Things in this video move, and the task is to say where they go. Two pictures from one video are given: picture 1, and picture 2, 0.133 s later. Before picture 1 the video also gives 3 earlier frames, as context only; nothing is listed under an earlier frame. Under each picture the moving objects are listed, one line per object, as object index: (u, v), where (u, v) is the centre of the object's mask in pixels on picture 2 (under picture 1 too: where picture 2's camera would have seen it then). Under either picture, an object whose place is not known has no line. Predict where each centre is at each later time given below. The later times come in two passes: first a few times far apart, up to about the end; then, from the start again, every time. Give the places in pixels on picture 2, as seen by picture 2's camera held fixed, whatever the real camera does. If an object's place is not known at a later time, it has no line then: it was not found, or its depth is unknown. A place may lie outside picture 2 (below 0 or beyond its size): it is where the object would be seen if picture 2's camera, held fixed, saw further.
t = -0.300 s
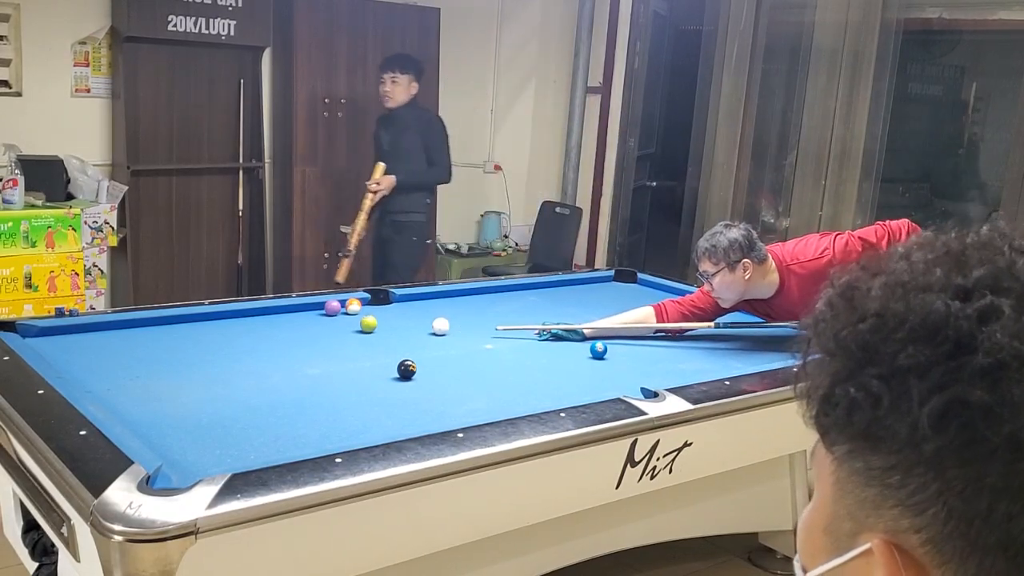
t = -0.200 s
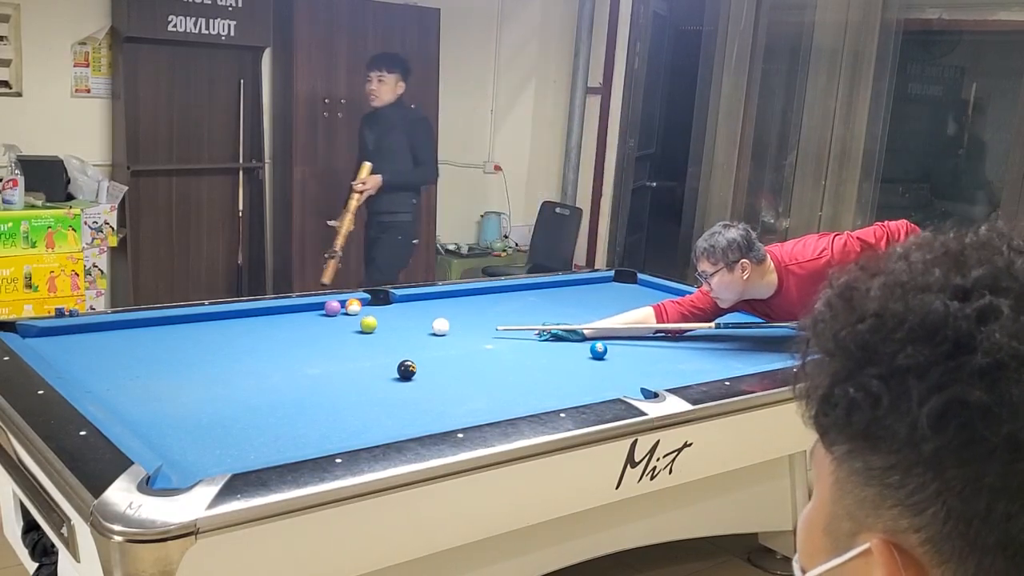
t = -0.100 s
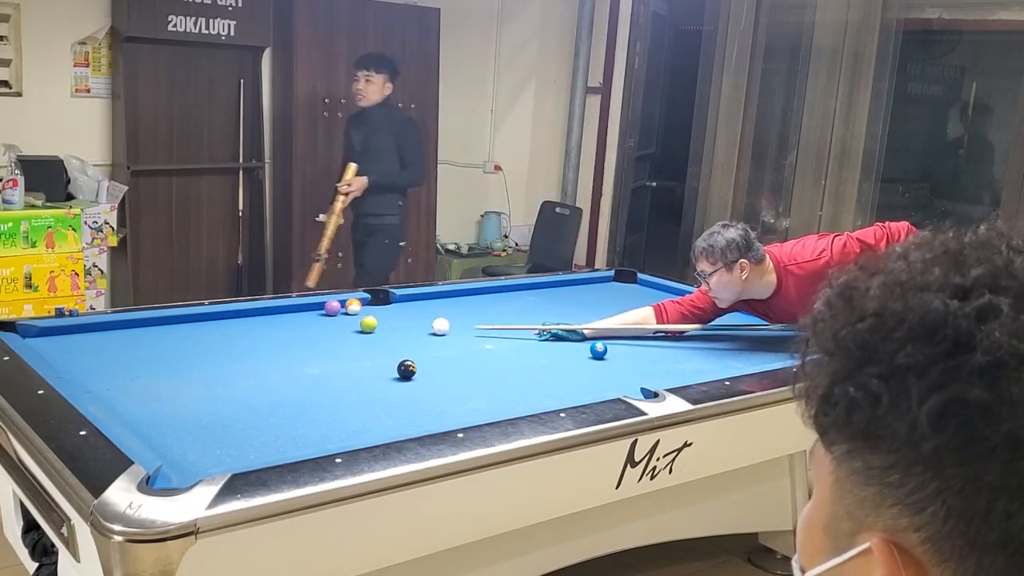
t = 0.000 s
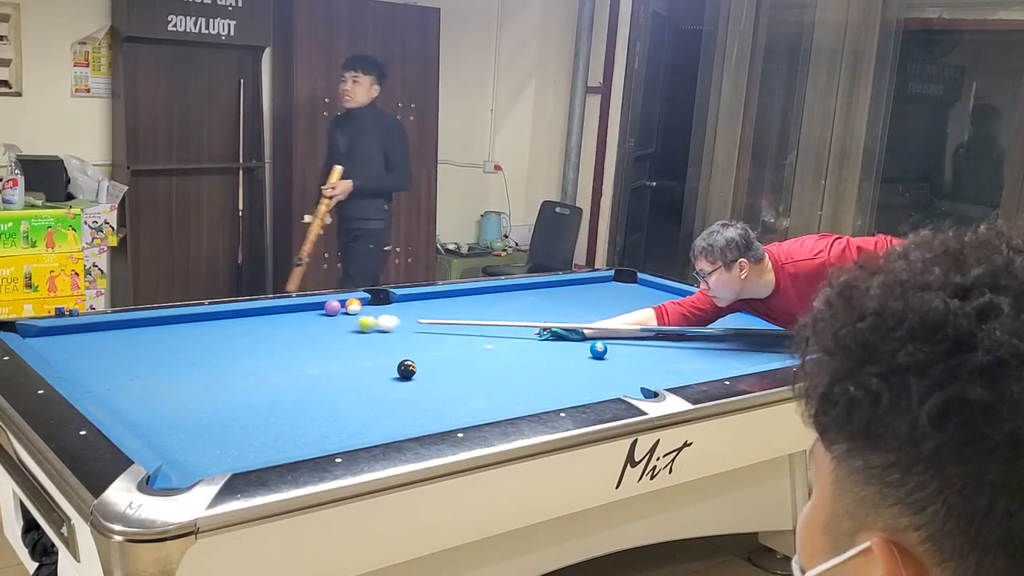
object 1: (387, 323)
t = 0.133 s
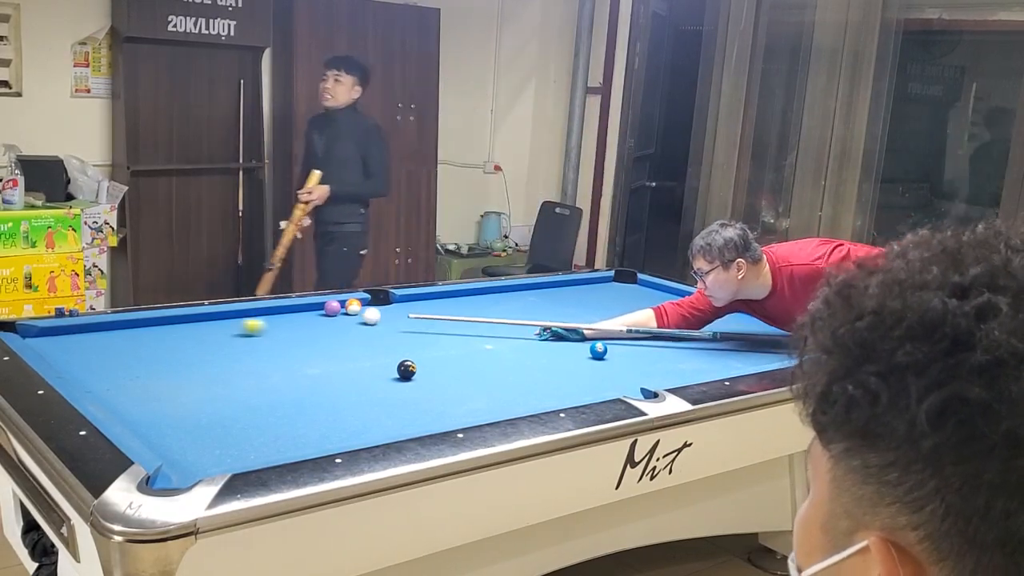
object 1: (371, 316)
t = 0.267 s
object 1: (361, 310)
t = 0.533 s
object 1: (366, 309)
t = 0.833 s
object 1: (383, 309)
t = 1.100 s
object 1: (396, 310)
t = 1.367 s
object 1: (407, 310)
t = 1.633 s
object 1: (416, 310)
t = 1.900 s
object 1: (423, 311)
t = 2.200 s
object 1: (429, 311)
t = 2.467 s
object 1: (432, 312)
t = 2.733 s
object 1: (433, 311)
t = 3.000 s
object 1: (432, 312)
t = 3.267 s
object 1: (432, 312)
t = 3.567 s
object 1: (432, 312)
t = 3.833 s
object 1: (432, 312)
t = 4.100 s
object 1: (432, 312)
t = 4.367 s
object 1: (432, 312)
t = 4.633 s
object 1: (432, 312)
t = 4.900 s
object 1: (432, 312)
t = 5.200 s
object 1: (432, 312)
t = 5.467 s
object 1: (432, 312)
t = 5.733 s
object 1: (432, 312)
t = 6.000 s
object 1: (432, 312)
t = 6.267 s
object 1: (432, 312)
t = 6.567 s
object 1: (432, 312)
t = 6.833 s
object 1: (432, 312)
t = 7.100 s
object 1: (432, 312)
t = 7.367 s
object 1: (432, 312)
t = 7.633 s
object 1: (433, 312)
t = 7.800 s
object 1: (433, 312)
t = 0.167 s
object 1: (368, 314)
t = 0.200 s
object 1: (365, 313)
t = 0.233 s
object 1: (362, 311)
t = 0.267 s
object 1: (361, 310)
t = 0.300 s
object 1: (360, 310)
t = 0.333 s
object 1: (360, 309)
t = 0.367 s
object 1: (360, 309)
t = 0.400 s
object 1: (360, 309)
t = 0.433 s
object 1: (360, 308)
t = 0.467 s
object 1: (362, 308)
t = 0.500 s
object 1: (364, 309)
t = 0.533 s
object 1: (366, 309)
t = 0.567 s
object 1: (368, 309)
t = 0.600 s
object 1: (370, 309)
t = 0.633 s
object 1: (372, 309)
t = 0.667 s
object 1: (374, 309)
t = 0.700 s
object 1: (376, 309)
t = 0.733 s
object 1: (378, 309)
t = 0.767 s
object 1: (380, 309)
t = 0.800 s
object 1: (381, 309)
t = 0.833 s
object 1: (383, 309)
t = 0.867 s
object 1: (385, 309)
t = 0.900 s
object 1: (387, 309)
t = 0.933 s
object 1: (388, 309)
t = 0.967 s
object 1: (390, 309)
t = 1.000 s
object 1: (392, 310)
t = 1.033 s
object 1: (393, 309)
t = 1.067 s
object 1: (395, 310)
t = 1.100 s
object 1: (396, 310)
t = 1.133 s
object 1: (398, 310)
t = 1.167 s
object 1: (399, 310)
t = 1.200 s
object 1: (401, 310)
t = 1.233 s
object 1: (402, 310)
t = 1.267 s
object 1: (403, 310)
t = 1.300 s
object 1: (405, 310)
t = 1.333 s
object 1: (406, 310)
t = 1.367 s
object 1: (407, 310)
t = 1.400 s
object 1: (408, 310)
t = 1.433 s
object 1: (409, 310)
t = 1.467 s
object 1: (411, 310)
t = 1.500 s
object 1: (412, 310)
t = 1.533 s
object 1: (413, 310)
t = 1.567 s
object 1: (414, 310)
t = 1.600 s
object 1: (415, 310)
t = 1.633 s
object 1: (416, 310)
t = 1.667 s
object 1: (417, 310)
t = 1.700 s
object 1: (418, 311)
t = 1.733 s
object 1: (419, 311)
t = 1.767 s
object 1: (420, 311)
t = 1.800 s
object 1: (420, 311)
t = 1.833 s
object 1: (421, 311)
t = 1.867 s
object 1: (422, 311)
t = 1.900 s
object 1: (423, 311)
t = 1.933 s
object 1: (424, 311)
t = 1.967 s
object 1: (424, 311)
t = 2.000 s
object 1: (425, 311)
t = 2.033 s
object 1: (426, 311)
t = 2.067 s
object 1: (426, 311)
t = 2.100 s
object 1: (427, 311)
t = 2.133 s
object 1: (428, 311)
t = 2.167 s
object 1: (428, 311)
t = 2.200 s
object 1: (429, 311)
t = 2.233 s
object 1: (429, 311)
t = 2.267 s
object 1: (430, 312)
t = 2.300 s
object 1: (430, 311)
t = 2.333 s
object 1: (431, 311)
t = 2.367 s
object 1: (431, 311)
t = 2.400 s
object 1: (431, 311)
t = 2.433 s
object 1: (432, 312)
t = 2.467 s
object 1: (432, 312)
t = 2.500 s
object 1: (432, 312)
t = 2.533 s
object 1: (432, 312)
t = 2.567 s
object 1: (432, 312)
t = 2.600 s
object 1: (432, 312)
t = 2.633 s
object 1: (433, 312)
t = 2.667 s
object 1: (432, 312)
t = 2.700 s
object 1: (433, 312)
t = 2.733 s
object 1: (433, 311)
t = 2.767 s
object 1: (433, 311)
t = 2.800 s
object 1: (432, 311)
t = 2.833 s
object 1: (432, 312)
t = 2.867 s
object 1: (432, 312)
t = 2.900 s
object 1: (432, 312)
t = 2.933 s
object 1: (432, 312)
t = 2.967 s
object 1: (432, 312)
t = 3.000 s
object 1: (432, 312)
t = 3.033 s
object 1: (432, 311)
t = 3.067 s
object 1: (432, 311)
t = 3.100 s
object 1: (432, 311)
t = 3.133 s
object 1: (432, 311)
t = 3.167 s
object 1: (432, 312)
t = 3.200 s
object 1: (432, 312)
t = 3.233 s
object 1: (432, 312)
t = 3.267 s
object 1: (432, 312)
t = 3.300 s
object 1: (432, 312)
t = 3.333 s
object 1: (432, 312)
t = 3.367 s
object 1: (432, 312)
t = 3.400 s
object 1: (432, 311)
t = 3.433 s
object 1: (432, 311)
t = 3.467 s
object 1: (432, 311)
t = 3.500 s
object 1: (432, 312)
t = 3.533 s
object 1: (432, 312)
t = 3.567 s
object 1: (432, 312)
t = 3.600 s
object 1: (432, 312)
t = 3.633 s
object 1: (432, 312)
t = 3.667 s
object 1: (432, 311)
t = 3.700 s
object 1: (432, 312)
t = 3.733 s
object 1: (432, 311)
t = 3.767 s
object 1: (432, 312)
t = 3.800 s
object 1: (432, 311)
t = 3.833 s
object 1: (432, 312)
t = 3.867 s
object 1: (432, 311)
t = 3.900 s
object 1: (432, 312)
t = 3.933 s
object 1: (432, 311)
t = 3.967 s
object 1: (432, 312)
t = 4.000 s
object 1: (432, 312)
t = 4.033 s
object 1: (432, 312)
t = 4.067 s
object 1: (432, 312)
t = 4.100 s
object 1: (432, 312)
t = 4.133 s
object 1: (432, 312)
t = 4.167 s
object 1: (432, 312)
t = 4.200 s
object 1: (432, 311)
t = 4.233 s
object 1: (432, 311)
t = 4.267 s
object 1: (432, 311)
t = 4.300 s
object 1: (432, 311)
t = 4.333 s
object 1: (432, 311)
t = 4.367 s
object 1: (432, 312)
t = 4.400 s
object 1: (432, 312)
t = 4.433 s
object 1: (432, 312)
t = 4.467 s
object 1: (432, 312)
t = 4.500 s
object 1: (432, 312)
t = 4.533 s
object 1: (432, 312)
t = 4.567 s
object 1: (432, 312)
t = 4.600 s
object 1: (432, 312)
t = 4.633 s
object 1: (432, 312)
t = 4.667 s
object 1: (432, 312)
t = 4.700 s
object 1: (432, 312)
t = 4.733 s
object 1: (432, 312)
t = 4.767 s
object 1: (432, 312)
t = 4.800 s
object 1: (432, 312)
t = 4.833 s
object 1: (432, 312)
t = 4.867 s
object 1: (432, 312)
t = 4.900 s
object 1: (432, 312)
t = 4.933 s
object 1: (432, 312)
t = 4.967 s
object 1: (432, 312)
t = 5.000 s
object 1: (432, 312)
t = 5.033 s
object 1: (432, 312)
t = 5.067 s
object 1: (432, 312)
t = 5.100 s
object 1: (432, 312)
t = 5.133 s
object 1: (432, 312)
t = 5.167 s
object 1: (432, 312)
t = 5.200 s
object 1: (432, 312)
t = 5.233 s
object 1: (432, 312)
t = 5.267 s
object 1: (432, 312)
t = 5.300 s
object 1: (432, 312)
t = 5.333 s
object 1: (432, 312)
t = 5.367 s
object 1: (432, 312)
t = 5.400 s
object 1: (432, 312)
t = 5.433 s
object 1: (432, 312)
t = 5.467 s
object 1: (432, 312)
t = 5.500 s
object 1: (432, 312)
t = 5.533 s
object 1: (432, 312)
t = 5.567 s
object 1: (432, 312)
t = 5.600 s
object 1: (432, 312)
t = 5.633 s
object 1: (432, 312)
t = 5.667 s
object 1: (432, 312)
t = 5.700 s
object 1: (432, 312)
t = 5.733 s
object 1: (432, 312)
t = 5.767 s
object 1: (432, 312)
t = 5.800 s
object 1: (432, 312)
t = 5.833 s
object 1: (432, 312)
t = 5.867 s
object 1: (432, 312)
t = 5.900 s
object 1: (432, 312)
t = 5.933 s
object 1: (432, 312)
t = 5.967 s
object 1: (432, 312)
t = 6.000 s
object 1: (432, 312)
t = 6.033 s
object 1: (432, 312)
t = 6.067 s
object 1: (432, 312)
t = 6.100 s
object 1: (432, 312)
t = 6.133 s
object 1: (432, 312)
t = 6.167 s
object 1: (432, 312)
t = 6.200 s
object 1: (432, 312)
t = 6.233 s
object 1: (432, 312)
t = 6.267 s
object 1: (432, 312)
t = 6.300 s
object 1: (432, 312)
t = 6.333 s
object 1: (432, 312)
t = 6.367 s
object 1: (432, 312)
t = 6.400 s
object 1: (432, 312)
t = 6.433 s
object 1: (432, 312)
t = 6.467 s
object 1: (432, 312)
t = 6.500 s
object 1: (432, 312)
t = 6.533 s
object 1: (432, 312)
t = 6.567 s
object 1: (432, 312)
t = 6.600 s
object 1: (432, 312)
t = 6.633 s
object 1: (432, 312)
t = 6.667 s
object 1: (432, 312)
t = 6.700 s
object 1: (432, 312)
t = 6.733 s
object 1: (432, 312)
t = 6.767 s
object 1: (432, 312)
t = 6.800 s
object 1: (432, 312)
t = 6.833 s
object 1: (432, 312)
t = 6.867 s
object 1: (432, 312)
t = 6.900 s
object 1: (432, 312)
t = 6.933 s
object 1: (432, 312)
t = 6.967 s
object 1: (432, 312)
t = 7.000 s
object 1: (432, 312)
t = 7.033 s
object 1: (432, 312)
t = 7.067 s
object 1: (432, 312)
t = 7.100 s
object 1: (432, 312)
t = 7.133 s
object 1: (432, 312)
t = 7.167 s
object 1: (432, 311)
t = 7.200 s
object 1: (432, 312)
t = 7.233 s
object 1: (432, 312)
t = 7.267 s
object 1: (432, 312)
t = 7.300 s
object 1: (432, 312)
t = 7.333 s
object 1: (432, 312)
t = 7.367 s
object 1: (432, 312)
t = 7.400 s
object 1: (432, 311)
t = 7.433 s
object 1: (432, 312)
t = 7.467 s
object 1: (432, 311)
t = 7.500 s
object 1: (432, 312)
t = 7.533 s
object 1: (432, 312)
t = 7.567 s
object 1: (432, 312)
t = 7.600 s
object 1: (432, 312)
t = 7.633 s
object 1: (433, 312)
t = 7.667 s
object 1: (433, 312)
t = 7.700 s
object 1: (433, 312)
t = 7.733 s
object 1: (433, 312)
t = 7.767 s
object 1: (433, 312)
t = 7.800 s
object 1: (433, 312)
